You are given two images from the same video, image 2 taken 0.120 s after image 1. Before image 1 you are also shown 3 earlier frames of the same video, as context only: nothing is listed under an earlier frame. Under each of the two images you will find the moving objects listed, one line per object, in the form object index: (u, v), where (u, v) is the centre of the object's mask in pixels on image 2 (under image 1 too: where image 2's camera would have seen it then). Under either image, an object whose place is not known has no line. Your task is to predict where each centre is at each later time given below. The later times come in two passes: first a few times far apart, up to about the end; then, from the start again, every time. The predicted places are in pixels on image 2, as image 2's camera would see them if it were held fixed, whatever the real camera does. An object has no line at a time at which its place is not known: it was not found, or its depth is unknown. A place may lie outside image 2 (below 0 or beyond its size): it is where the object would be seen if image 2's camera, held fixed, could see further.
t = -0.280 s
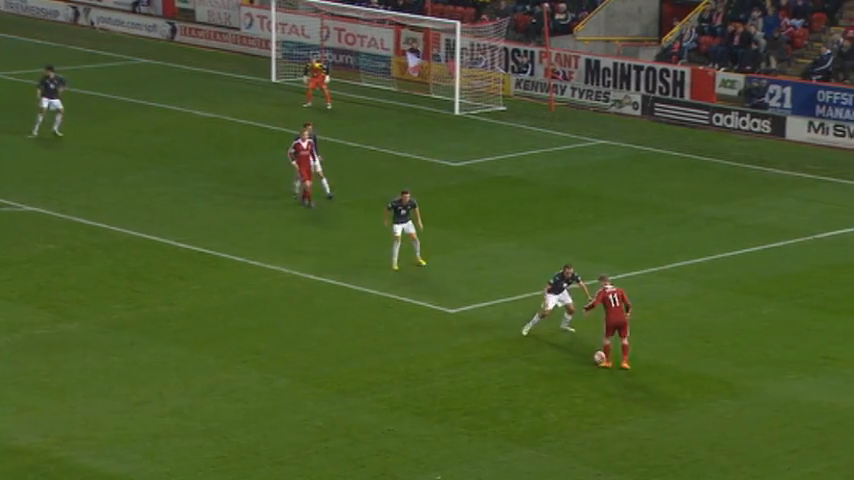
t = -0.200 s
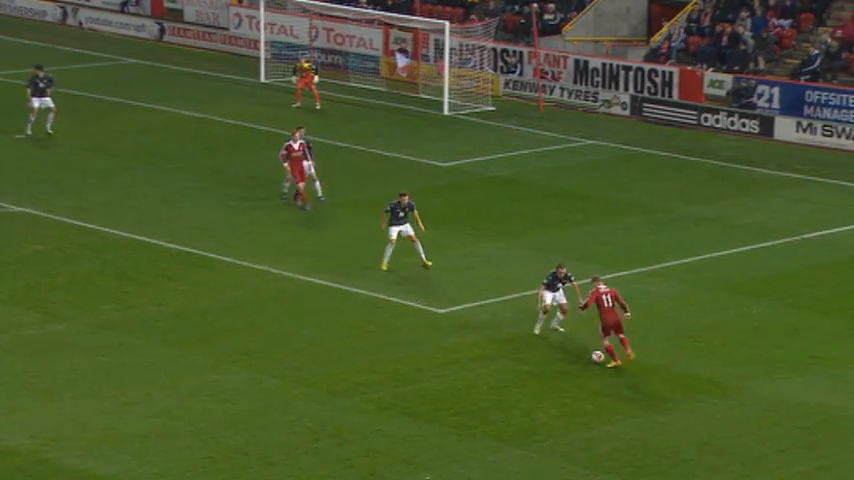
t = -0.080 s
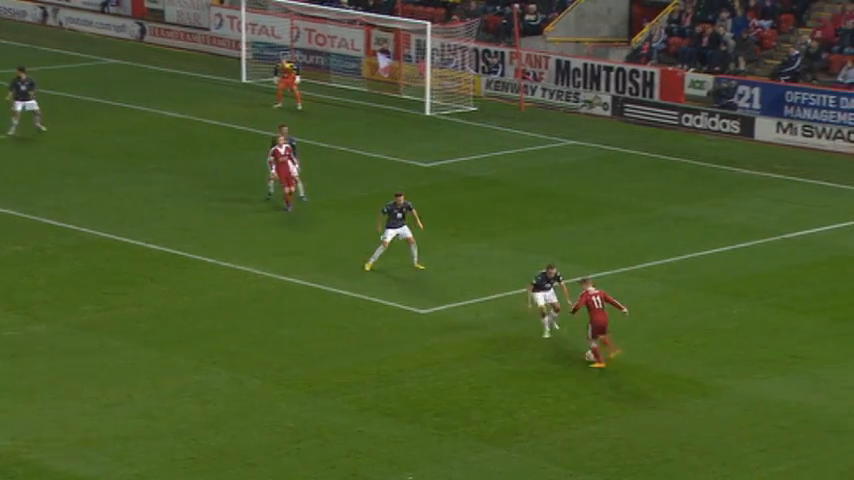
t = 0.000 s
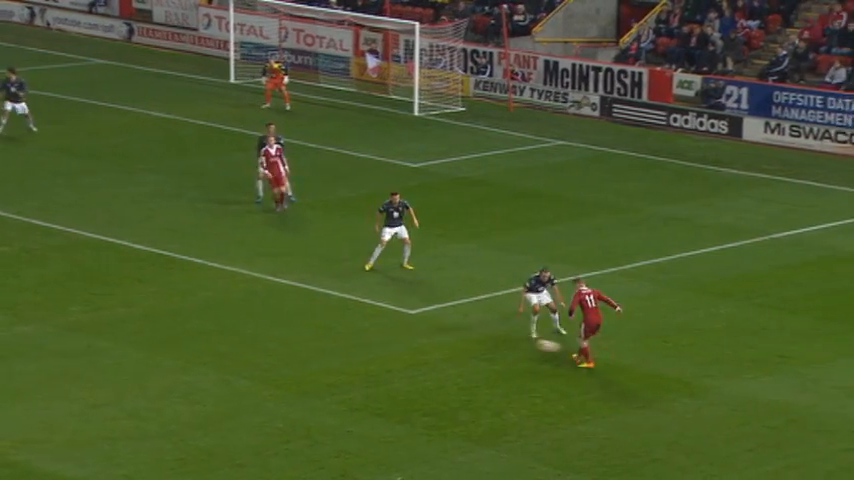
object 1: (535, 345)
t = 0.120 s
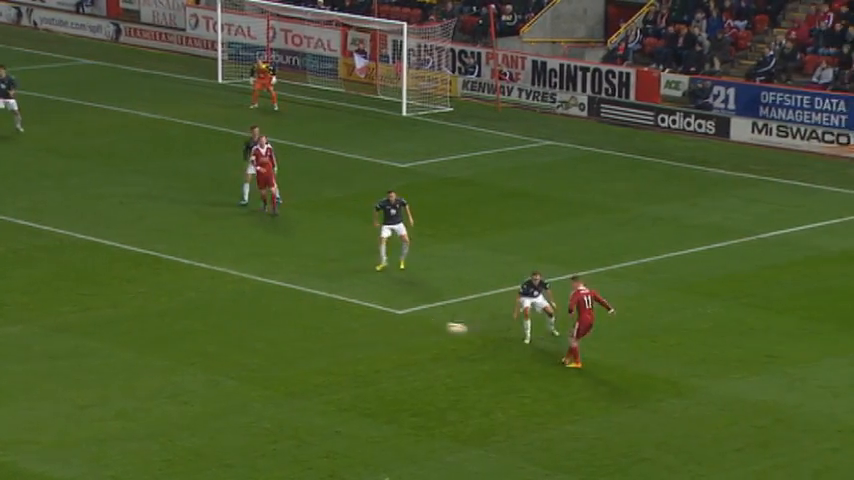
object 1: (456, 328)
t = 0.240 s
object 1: (379, 318)
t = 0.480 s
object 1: (233, 317)
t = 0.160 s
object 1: (429, 324)
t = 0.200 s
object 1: (404, 320)
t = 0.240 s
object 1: (379, 318)
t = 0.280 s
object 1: (353, 315)
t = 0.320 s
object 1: (329, 314)
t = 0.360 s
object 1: (304, 314)
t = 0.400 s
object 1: (280, 313)
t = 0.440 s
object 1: (256, 315)
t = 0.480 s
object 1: (233, 317)
